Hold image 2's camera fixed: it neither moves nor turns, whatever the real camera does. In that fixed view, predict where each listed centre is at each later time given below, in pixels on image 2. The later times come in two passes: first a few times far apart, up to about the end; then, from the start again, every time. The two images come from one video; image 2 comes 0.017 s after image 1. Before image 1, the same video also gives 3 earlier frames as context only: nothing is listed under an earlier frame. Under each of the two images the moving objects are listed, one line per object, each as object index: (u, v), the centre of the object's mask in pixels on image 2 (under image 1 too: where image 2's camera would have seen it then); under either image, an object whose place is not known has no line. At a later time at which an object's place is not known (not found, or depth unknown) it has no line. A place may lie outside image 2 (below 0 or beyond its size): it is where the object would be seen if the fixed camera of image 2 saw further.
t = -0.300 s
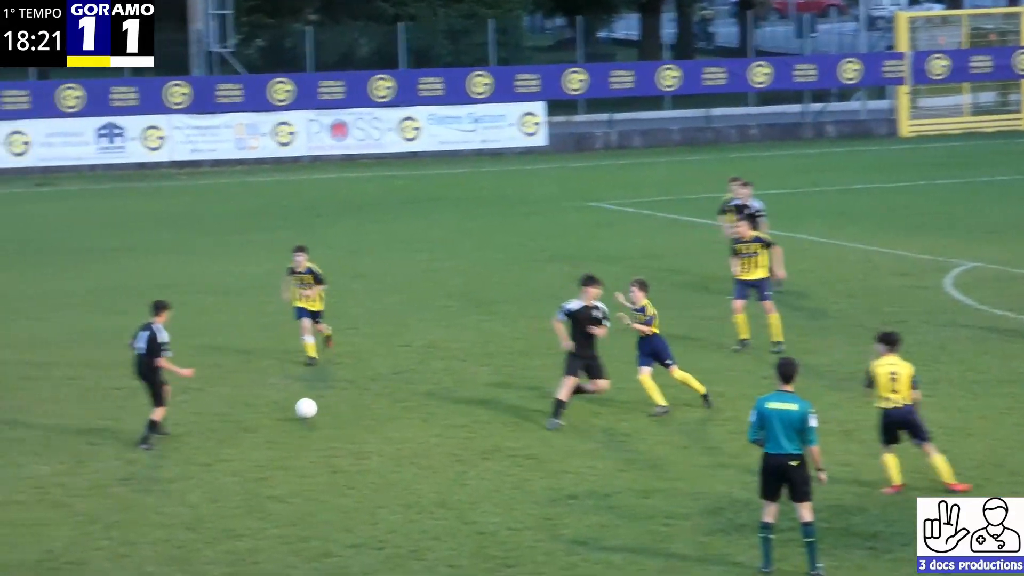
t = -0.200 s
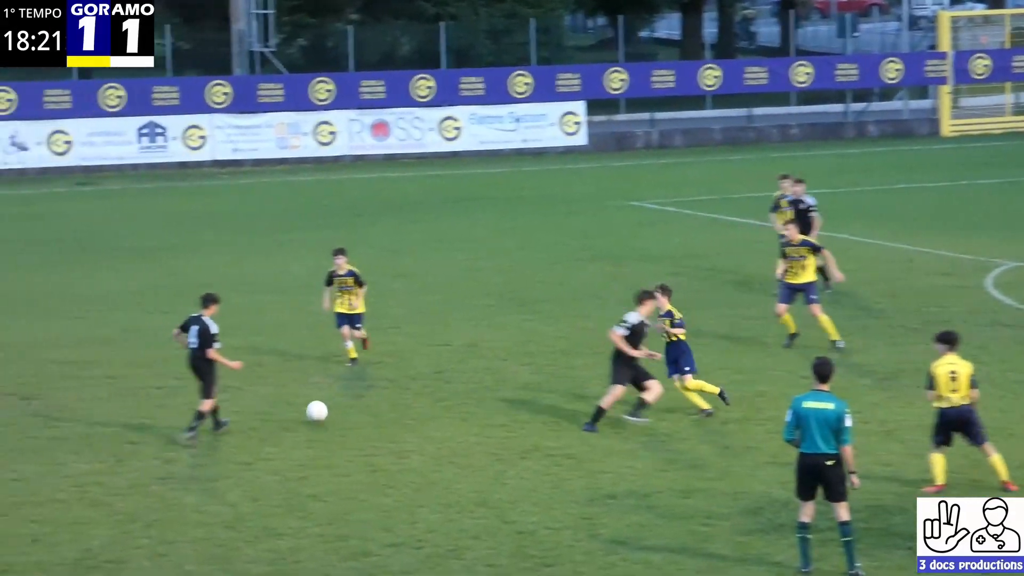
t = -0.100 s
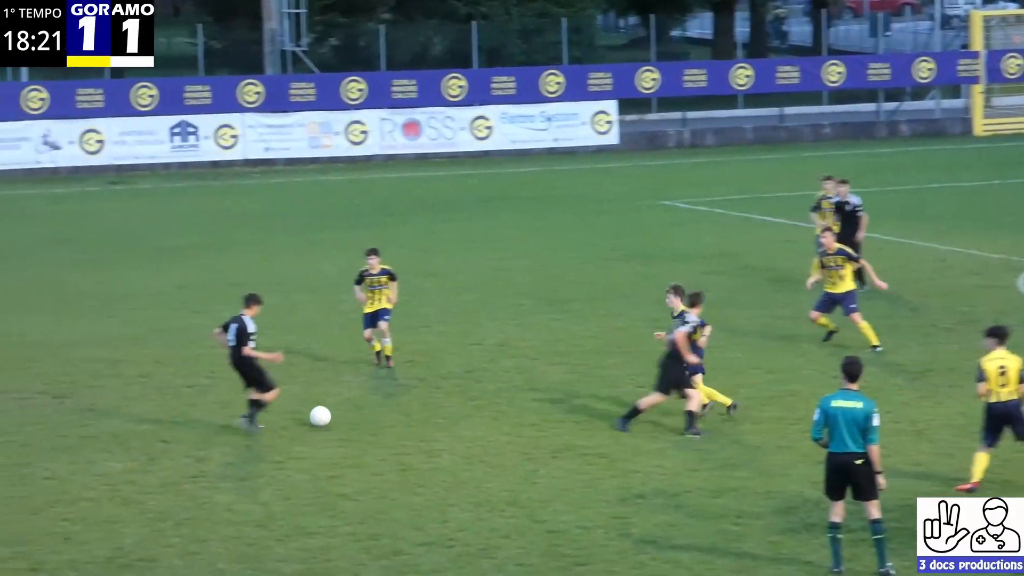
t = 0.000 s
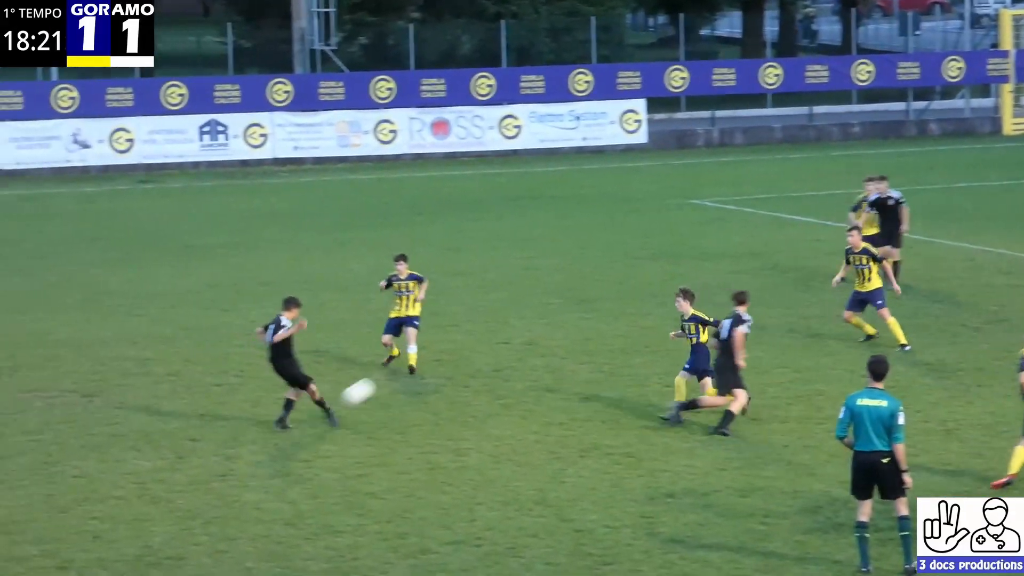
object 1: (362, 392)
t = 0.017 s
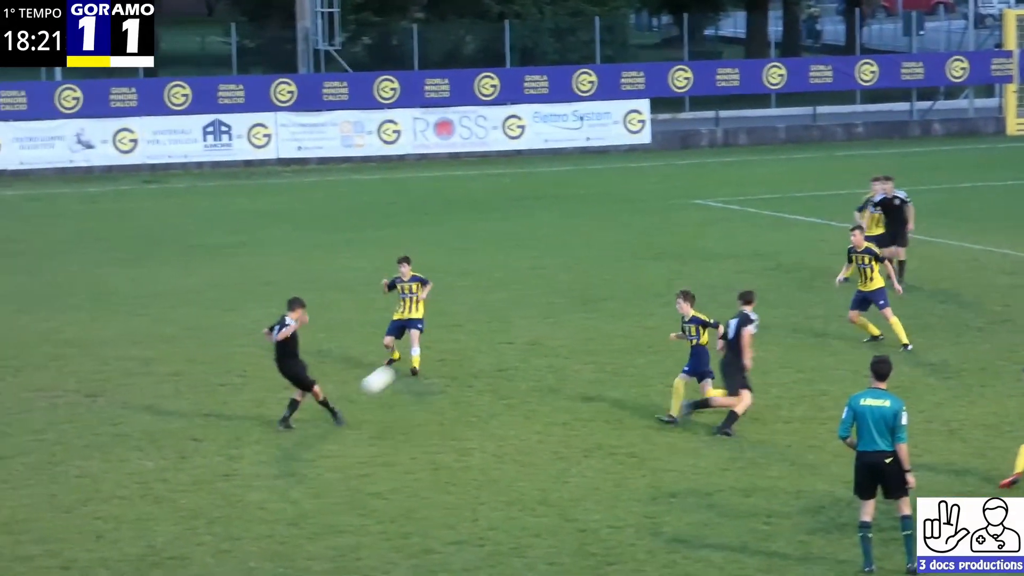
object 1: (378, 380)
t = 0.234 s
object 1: (574, 249)
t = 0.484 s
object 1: (778, 149)
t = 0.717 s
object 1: (959, 98)
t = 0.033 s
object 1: (394, 369)
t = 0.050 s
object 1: (410, 357)
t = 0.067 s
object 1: (426, 345)
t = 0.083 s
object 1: (441, 335)
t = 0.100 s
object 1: (457, 324)
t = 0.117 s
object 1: (472, 314)
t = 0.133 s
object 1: (487, 303)
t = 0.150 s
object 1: (502, 294)
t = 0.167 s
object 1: (516, 285)
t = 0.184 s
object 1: (531, 275)
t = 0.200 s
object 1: (545, 266)
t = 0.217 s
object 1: (560, 258)
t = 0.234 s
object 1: (574, 249)
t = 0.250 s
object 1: (588, 241)
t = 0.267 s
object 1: (602, 232)
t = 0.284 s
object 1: (617, 225)
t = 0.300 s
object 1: (630, 217)
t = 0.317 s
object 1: (644, 210)
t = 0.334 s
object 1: (658, 203)
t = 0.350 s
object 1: (672, 196)
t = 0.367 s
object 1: (685, 189)
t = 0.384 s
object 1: (699, 183)
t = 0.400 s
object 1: (712, 176)
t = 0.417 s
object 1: (725, 170)
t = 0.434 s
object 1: (738, 165)
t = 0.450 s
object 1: (753, 160)
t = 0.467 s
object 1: (764, 154)
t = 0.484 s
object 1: (778, 149)
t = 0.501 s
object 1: (791, 144)
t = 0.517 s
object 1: (804, 140)
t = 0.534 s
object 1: (817, 136)
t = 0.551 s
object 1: (830, 131)
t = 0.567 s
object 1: (843, 127)
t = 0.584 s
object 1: (855, 123)
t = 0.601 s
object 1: (868, 120)
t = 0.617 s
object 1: (881, 116)
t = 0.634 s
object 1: (894, 113)
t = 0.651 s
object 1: (907, 109)
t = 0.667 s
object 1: (920, 106)
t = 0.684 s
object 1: (933, 103)
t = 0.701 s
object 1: (946, 101)
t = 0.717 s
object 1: (959, 98)
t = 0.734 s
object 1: (972, 96)
